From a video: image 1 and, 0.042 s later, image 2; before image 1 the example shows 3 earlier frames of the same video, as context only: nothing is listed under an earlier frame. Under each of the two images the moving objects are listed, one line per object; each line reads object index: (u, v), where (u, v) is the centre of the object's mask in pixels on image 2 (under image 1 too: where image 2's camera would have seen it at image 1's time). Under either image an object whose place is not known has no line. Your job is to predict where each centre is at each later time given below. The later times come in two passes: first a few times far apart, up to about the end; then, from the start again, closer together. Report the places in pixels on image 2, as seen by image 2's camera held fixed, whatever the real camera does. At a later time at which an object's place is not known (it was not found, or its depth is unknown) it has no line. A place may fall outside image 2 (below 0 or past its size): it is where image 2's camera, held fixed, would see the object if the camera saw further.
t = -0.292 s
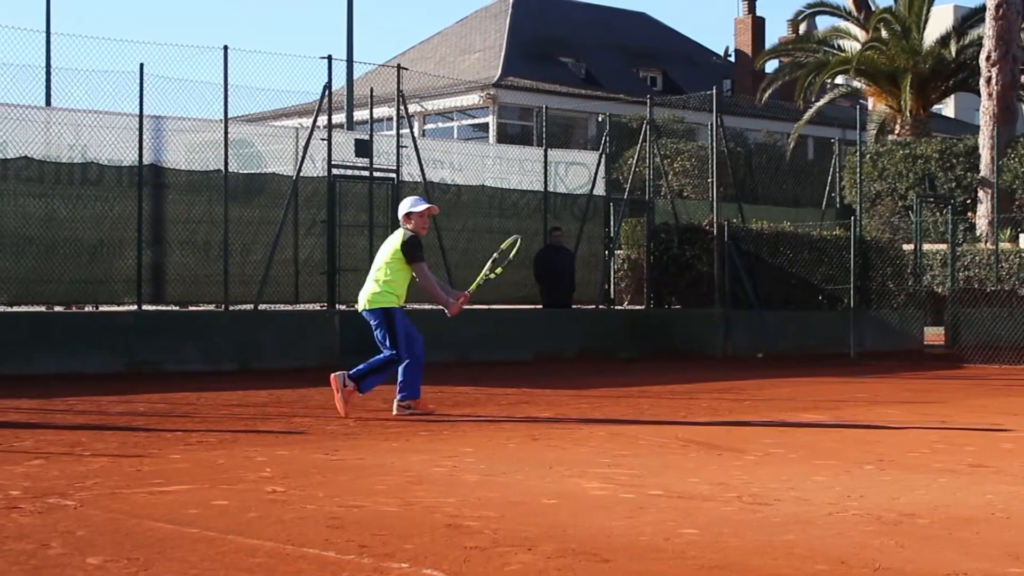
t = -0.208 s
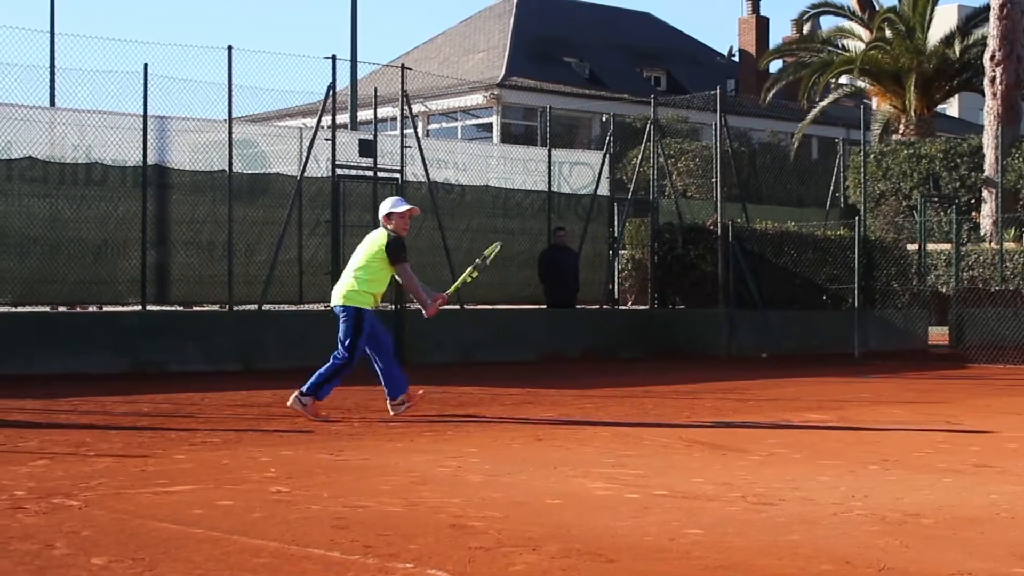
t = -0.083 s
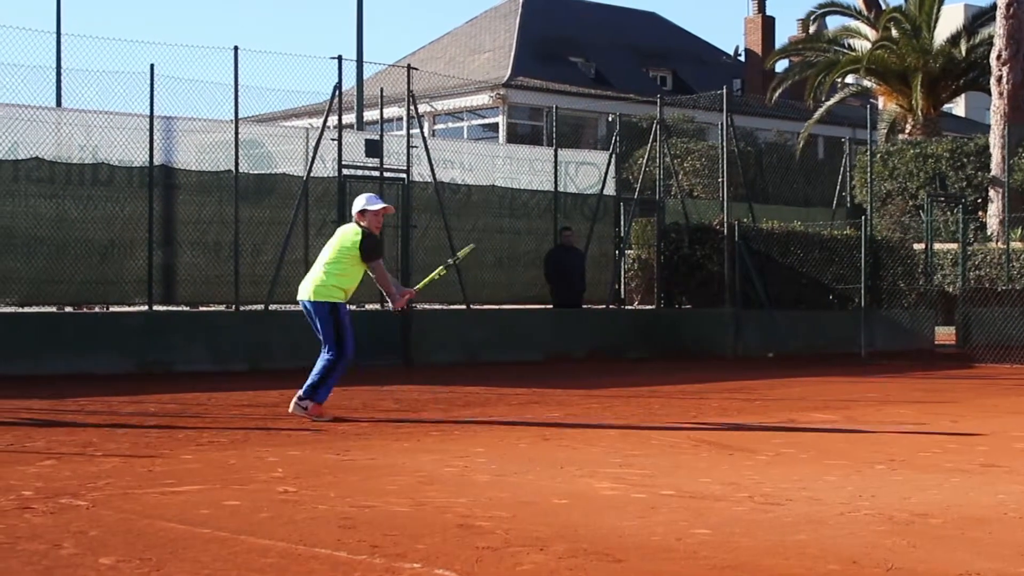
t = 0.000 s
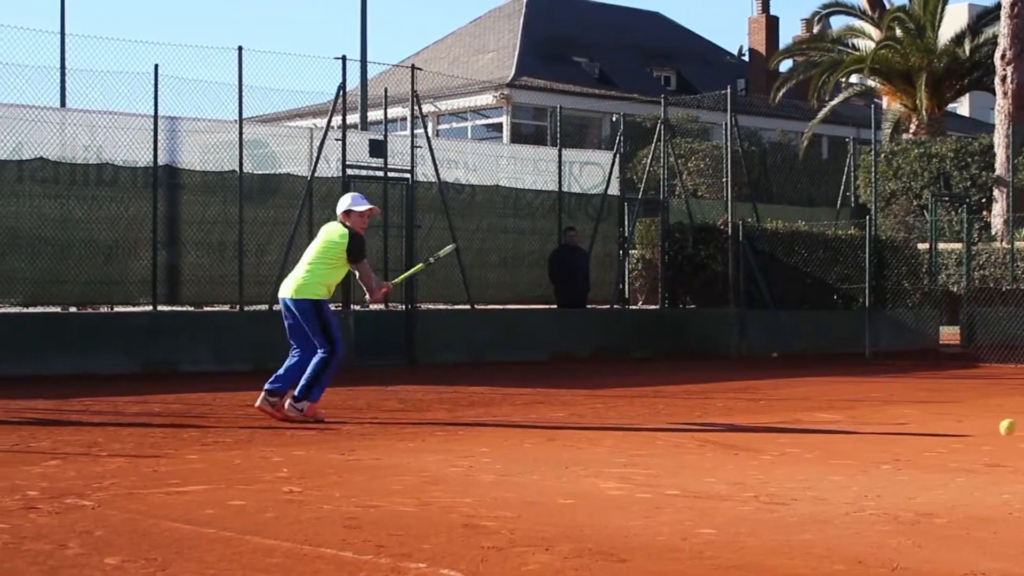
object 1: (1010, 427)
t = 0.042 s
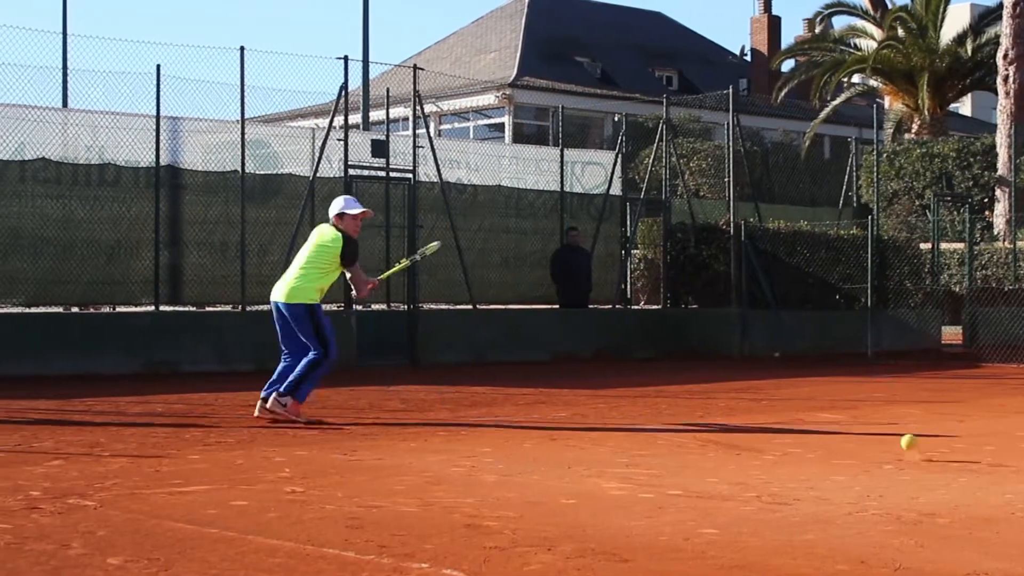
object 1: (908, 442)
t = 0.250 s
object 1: (626, 301)
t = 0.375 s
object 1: (491, 274)
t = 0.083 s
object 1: (844, 402)
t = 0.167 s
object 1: (729, 341)
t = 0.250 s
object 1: (626, 301)
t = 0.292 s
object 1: (579, 288)
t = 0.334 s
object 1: (534, 279)
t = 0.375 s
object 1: (491, 274)
